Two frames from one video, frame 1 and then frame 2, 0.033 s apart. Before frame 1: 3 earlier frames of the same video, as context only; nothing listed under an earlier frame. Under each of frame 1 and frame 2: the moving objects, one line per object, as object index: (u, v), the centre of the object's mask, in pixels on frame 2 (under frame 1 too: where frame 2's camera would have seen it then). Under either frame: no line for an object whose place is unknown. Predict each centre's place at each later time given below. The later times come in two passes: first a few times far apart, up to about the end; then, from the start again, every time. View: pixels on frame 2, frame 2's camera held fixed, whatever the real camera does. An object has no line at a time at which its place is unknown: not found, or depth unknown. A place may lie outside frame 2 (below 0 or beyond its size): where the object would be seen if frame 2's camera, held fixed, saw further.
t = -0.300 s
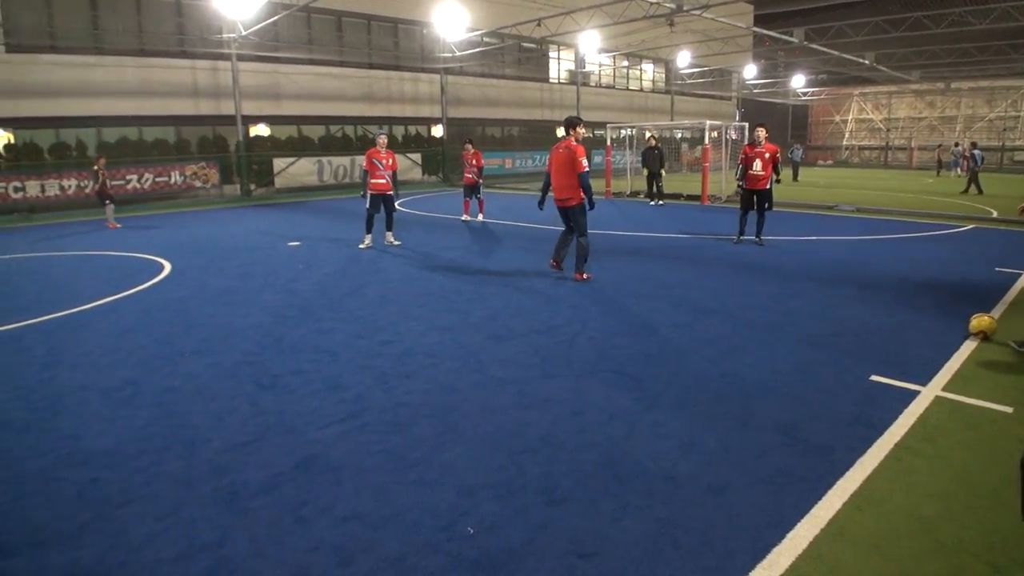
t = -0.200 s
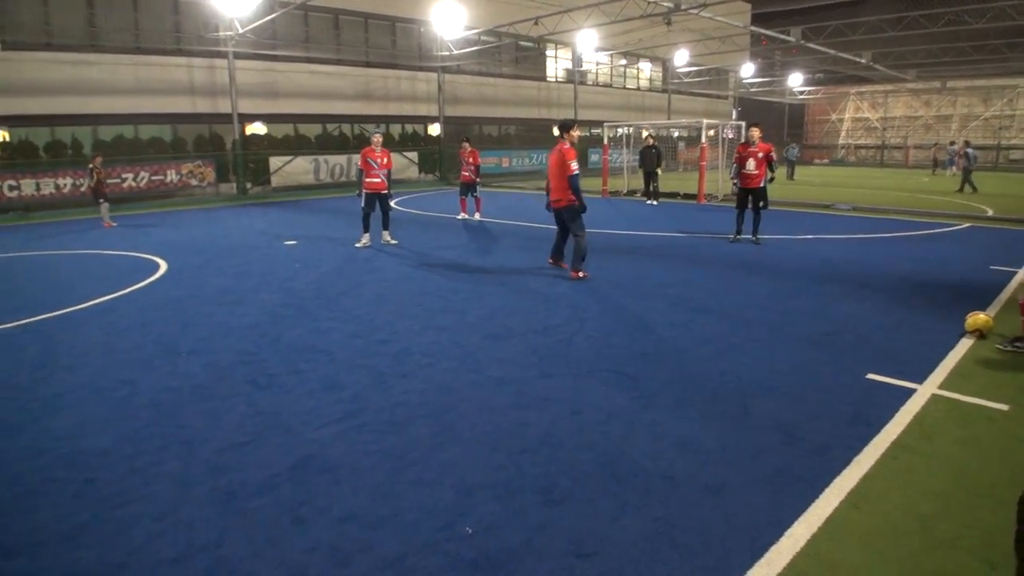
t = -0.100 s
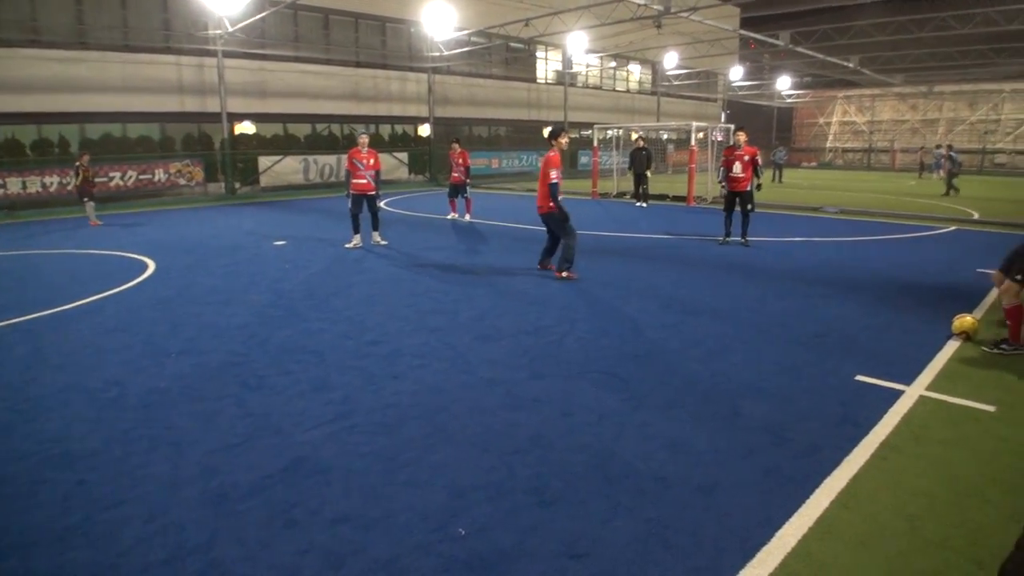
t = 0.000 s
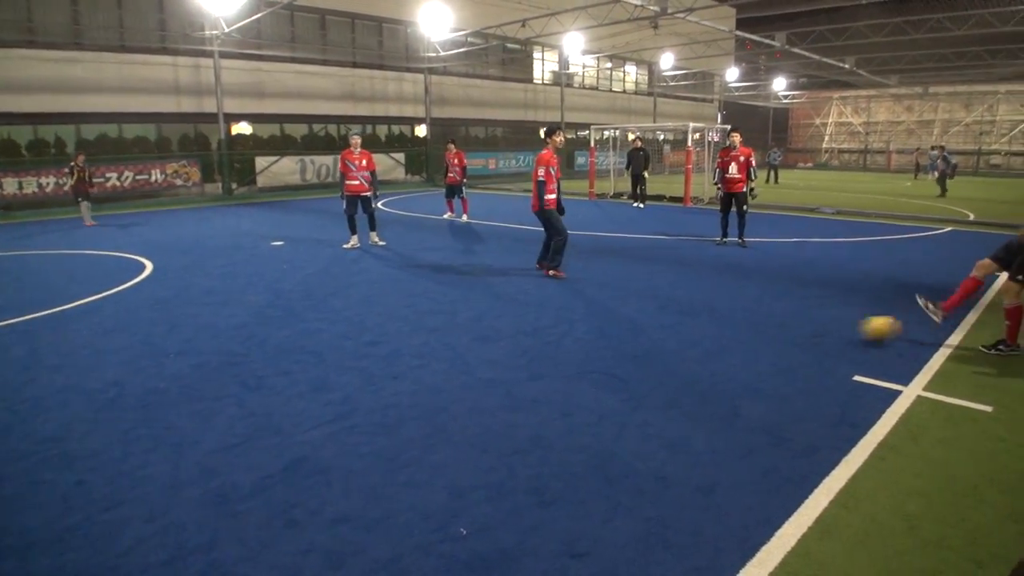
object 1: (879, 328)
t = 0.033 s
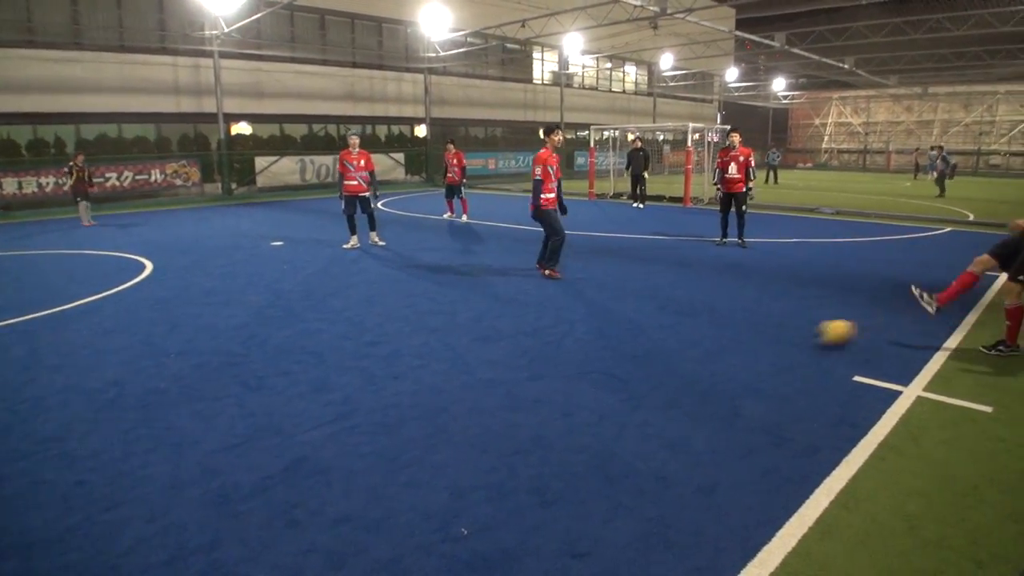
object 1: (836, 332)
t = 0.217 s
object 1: (589, 347)
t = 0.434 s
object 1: (301, 361)
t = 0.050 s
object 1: (814, 334)
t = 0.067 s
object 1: (791, 337)
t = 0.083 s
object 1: (769, 338)
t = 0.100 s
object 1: (746, 339)
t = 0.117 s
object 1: (725, 340)
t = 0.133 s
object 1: (702, 342)
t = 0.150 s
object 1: (679, 343)
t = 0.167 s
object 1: (657, 344)
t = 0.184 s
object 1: (635, 345)
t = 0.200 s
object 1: (612, 346)
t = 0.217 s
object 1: (589, 347)
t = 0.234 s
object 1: (566, 349)
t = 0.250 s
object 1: (544, 351)
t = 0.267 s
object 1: (522, 352)
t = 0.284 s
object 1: (500, 352)
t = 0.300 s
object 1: (477, 352)
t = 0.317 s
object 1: (455, 353)
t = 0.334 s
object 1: (432, 354)
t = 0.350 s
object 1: (409, 356)
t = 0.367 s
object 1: (387, 359)
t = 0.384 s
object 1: (365, 359)
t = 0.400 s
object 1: (343, 360)
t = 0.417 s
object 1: (322, 360)
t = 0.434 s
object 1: (301, 361)
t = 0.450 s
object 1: (279, 362)
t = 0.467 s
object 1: (257, 364)
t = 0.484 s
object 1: (235, 365)
